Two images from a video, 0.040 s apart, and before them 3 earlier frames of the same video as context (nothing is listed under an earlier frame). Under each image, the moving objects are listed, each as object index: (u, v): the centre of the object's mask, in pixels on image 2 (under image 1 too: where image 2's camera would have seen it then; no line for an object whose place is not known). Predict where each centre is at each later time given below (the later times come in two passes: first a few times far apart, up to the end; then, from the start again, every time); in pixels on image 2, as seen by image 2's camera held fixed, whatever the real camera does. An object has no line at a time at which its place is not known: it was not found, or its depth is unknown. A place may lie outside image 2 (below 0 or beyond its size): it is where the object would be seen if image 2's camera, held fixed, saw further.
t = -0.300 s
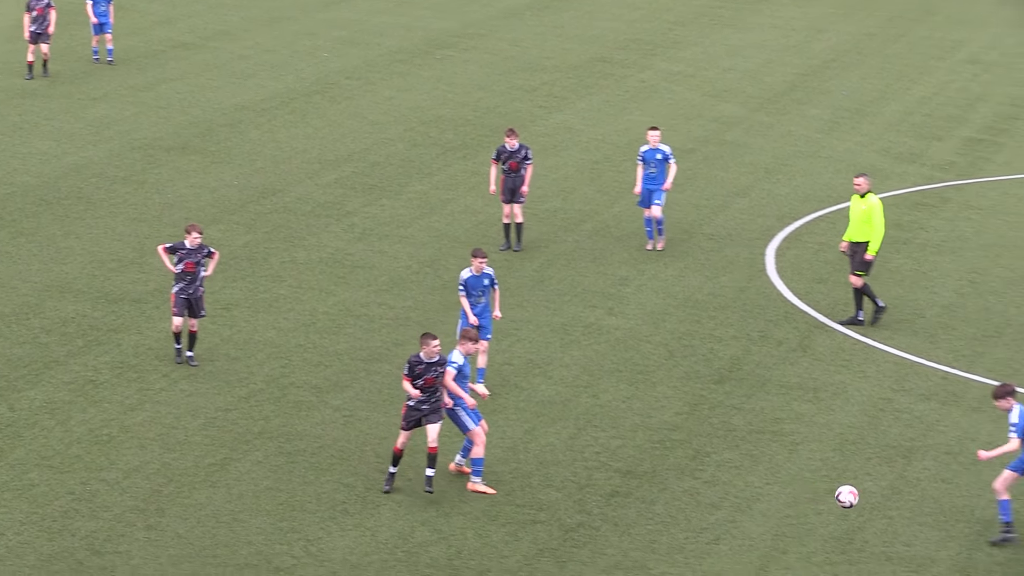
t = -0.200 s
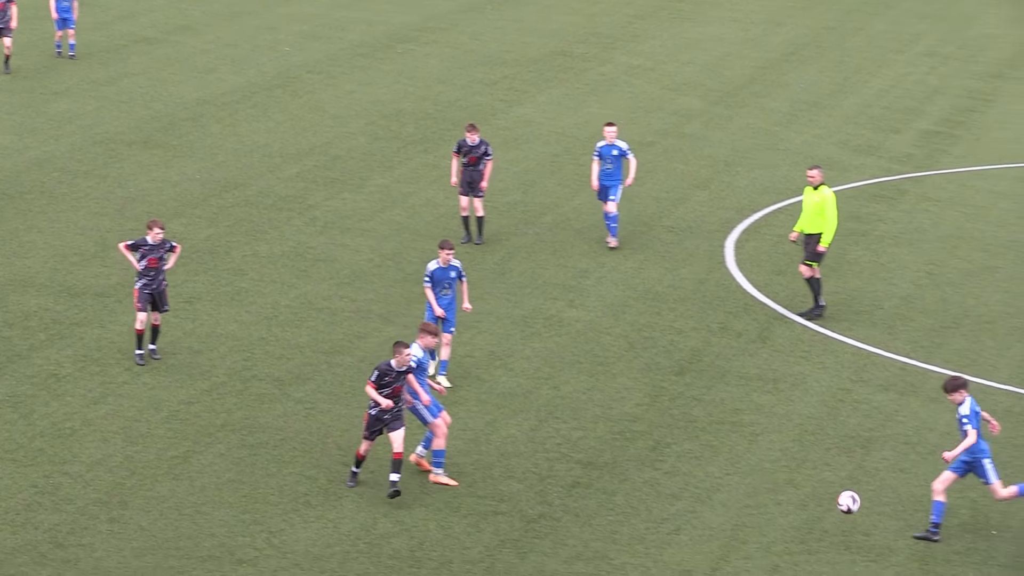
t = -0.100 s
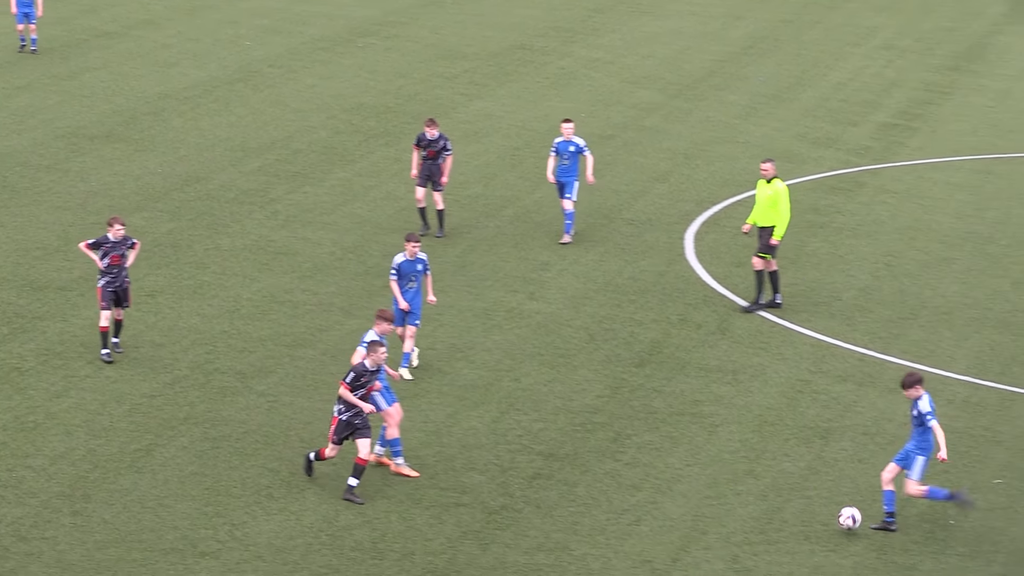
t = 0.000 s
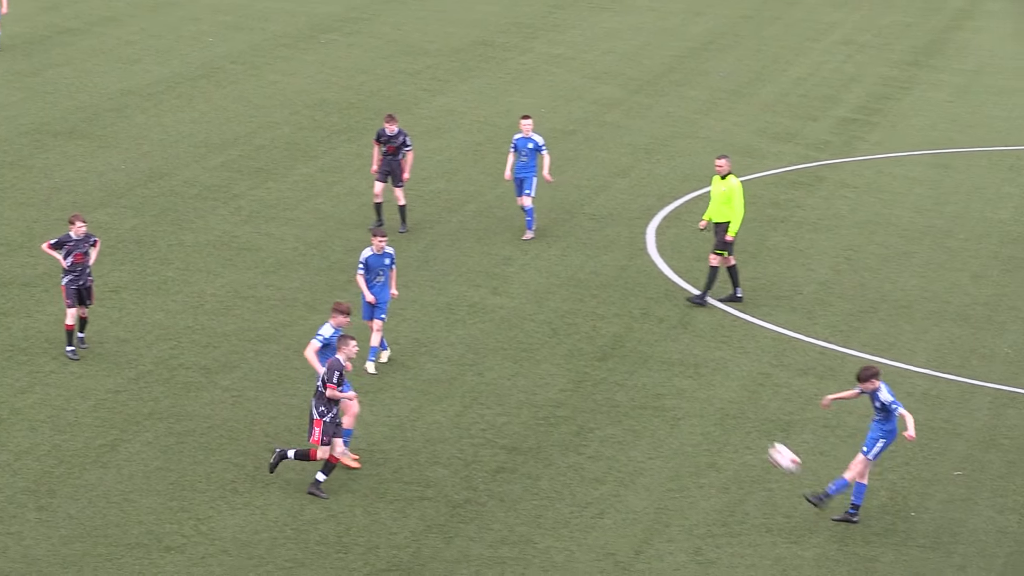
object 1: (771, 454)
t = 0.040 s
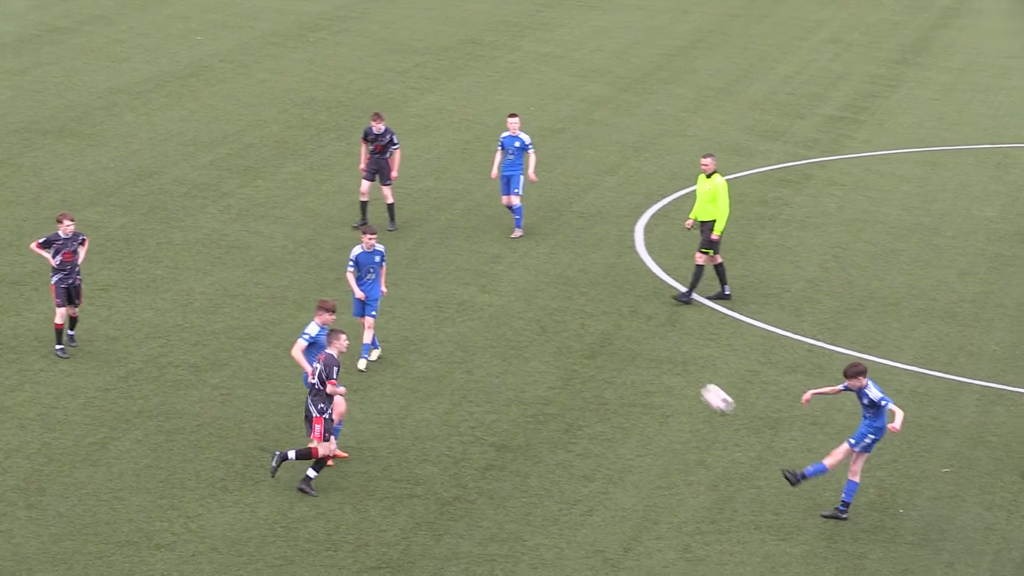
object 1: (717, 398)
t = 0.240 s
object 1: (463, 145)
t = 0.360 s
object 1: (329, 11)
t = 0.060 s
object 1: (690, 372)
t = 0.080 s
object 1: (664, 345)
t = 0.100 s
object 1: (637, 318)
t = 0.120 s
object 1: (612, 292)
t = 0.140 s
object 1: (585, 267)
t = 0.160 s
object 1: (560, 241)
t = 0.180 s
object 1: (536, 217)
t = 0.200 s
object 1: (510, 192)
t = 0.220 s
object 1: (487, 169)
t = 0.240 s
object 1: (463, 145)
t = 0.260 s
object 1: (441, 122)
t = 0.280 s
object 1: (417, 99)
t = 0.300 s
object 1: (394, 77)
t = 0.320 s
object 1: (372, 55)
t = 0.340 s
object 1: (351, 33)
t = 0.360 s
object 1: (329, 11)
